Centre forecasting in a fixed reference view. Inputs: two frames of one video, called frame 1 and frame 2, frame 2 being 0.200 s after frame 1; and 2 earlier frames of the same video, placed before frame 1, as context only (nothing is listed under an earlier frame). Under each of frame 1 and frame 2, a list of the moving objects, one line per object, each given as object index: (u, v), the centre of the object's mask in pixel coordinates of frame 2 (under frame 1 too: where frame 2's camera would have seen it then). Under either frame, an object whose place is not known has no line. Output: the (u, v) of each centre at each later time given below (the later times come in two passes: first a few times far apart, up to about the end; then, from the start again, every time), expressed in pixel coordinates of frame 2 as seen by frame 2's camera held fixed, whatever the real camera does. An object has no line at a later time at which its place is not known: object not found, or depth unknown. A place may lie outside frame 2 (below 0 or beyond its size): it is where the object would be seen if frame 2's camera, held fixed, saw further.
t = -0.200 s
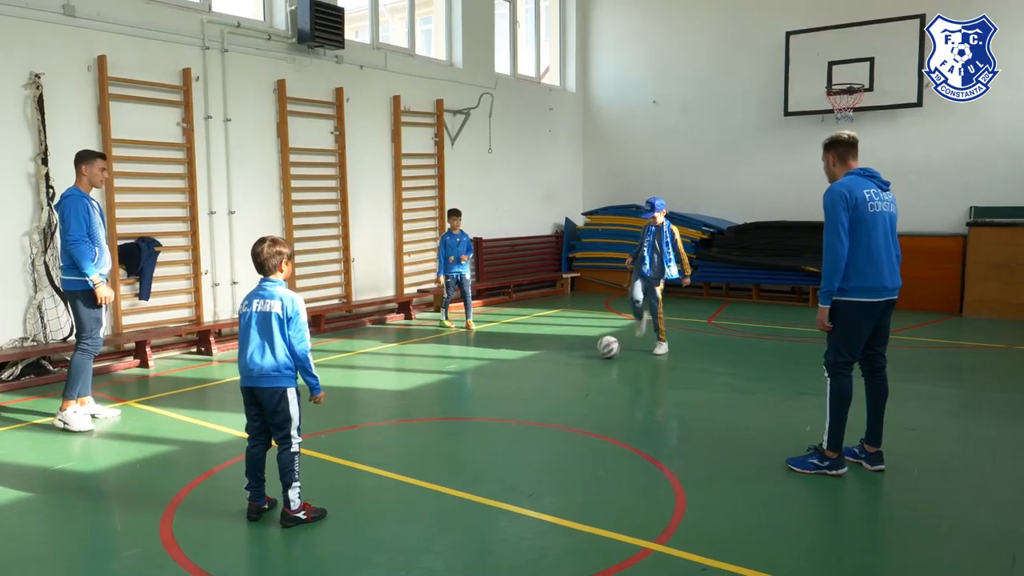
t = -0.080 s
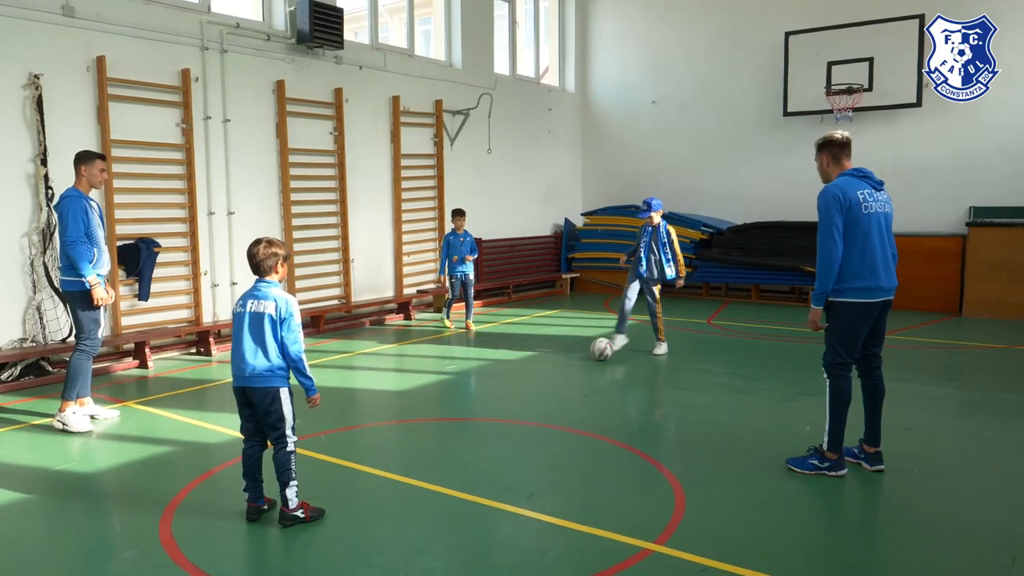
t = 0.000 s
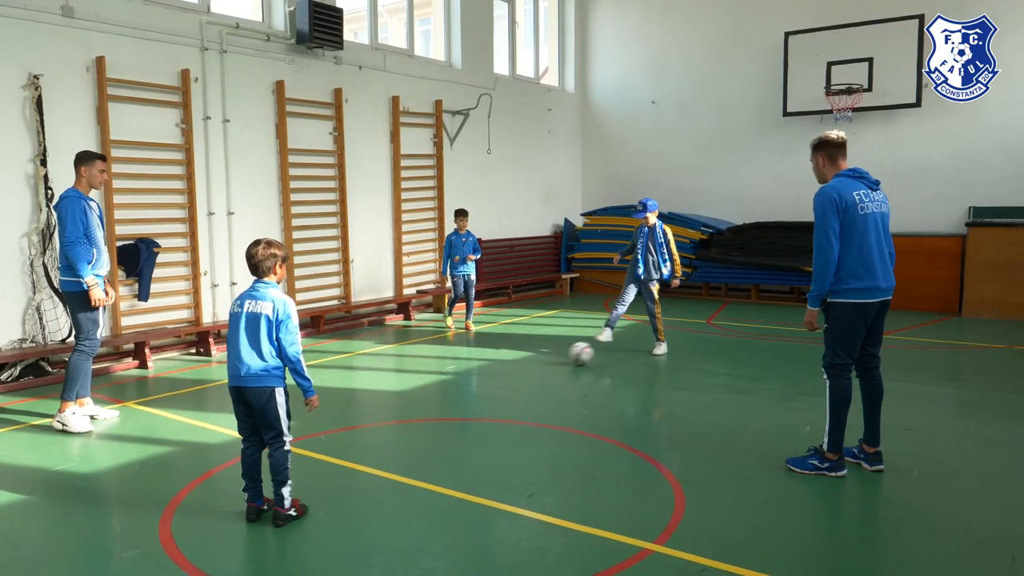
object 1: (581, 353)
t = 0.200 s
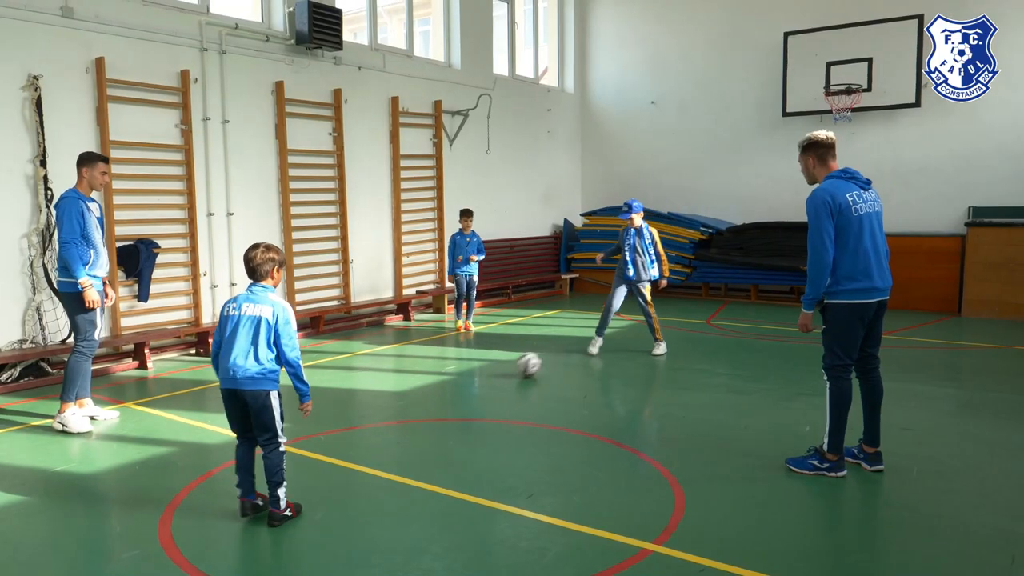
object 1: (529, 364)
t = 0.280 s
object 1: (510, 369)
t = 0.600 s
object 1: (438, 384)
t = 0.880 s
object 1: (365, 399)
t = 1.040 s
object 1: (319, 408)
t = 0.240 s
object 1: (519, 367)
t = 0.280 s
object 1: (510, 369)
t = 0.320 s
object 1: (502, 370)
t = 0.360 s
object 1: (493, 372)
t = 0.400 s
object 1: (484, 374)
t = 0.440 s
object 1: (475, 376)
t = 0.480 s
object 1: (467, 378)
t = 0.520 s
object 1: (457, 379)
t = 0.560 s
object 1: (448, 381)
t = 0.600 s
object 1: (438, 384)
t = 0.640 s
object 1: (428, 386)
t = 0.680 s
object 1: (417, 389)
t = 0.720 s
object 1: (408, 390)
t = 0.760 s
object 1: (398, 392)
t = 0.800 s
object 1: (387, 394)
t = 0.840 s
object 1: (376, 397)
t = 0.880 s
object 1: (365, 399)
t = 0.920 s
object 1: (354, 401)
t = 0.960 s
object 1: (341, 404)
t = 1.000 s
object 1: (330, 405)
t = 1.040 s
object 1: (319, 408)
